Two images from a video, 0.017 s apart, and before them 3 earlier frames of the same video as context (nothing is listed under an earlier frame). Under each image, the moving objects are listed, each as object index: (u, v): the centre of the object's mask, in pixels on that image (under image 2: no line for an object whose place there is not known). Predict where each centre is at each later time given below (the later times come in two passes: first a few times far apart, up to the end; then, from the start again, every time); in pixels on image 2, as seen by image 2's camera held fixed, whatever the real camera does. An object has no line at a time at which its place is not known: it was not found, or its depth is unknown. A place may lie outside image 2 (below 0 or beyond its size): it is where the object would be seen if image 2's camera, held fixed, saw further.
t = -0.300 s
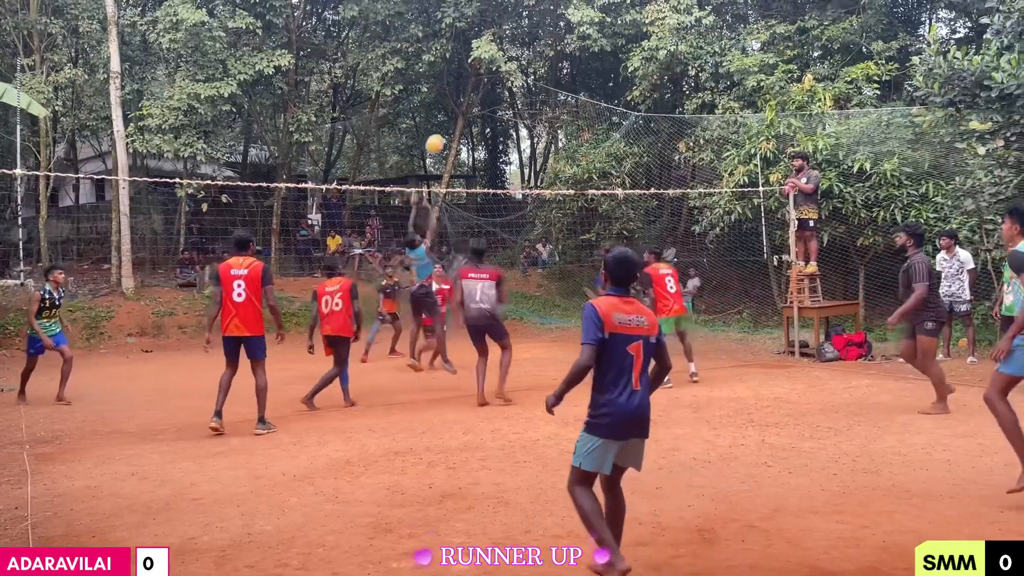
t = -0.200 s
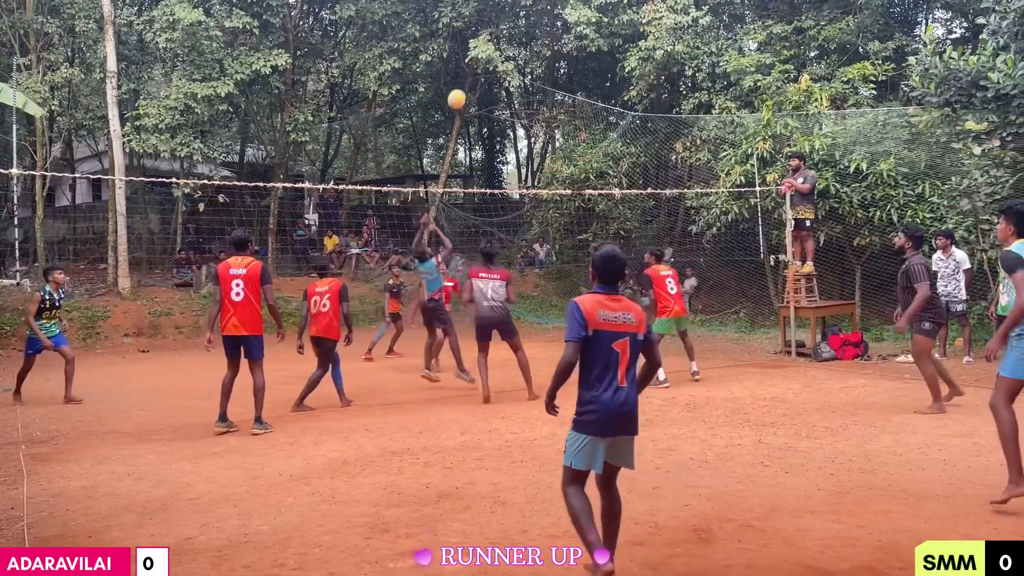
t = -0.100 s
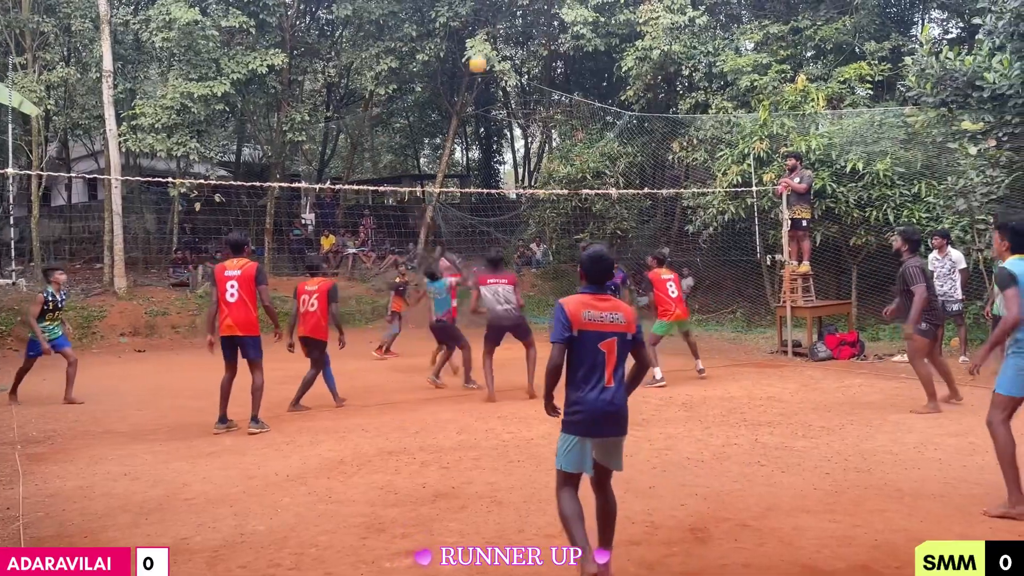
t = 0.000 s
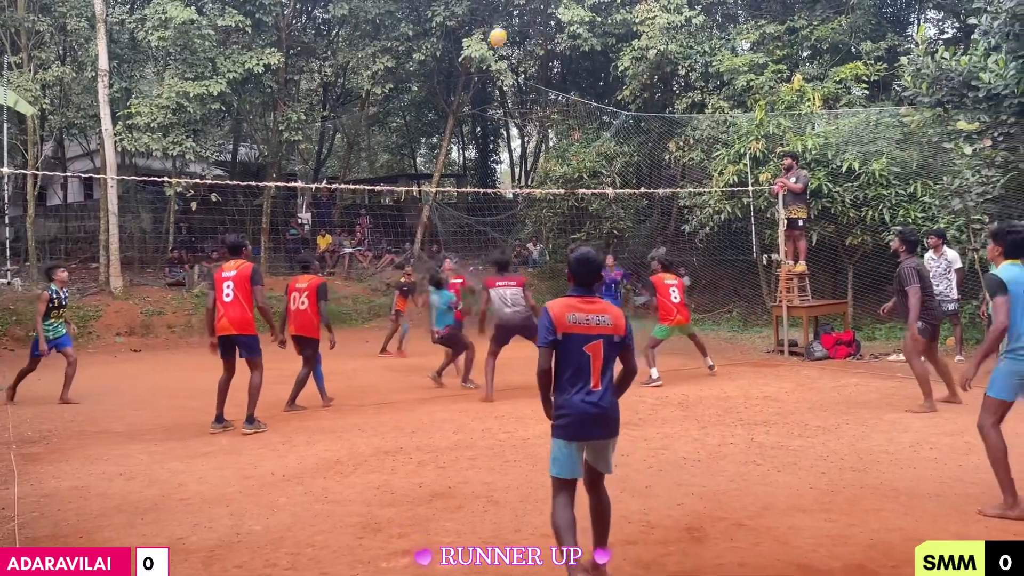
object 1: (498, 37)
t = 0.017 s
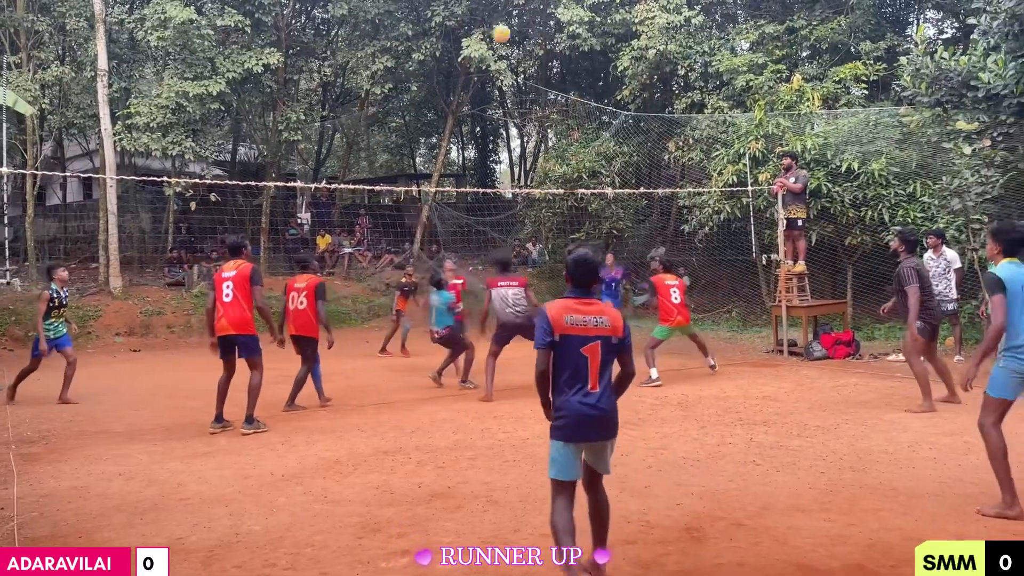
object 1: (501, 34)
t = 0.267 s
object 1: (555, 8)
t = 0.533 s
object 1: (610, 32)
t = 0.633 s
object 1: (629, 52)
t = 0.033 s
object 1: (504, 30)
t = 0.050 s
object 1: (508, 27)
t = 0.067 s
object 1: (512, 24)
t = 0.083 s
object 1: (516, 22)
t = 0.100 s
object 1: (520, 18)
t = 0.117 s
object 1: (523, 17)
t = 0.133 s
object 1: (527, 15)
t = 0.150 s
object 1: (530, 13)
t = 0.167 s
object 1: (534, 12)
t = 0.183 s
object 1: (538, 10)
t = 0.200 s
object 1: (542, 10)
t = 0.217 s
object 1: (545, 9)
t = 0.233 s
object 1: (549, 8)
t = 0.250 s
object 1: (552, 8)
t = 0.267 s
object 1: (555, 8)
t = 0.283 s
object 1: (559, 8)
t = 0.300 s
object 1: (563, 8)
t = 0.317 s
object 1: (566, 8)
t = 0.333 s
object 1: (569, 9)
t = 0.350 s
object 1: (573, 9)
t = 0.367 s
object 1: (577, 11)
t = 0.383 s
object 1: (580, 11)
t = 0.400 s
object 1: (584, 12)
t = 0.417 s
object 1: (586, 14)
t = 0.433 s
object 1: (590, 16)
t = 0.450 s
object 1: (594, 19)
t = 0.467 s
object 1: (597, 20)
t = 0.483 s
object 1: (600, 22)
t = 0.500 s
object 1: (603, 26)
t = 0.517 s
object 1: (606, 28)
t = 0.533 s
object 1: (610, 32)
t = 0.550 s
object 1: (613, 34)
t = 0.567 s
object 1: (616, 38)
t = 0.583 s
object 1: (620, 41)
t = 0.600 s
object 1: (622, 45)
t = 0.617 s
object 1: (626, 48)
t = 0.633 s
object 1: (629, 52)
